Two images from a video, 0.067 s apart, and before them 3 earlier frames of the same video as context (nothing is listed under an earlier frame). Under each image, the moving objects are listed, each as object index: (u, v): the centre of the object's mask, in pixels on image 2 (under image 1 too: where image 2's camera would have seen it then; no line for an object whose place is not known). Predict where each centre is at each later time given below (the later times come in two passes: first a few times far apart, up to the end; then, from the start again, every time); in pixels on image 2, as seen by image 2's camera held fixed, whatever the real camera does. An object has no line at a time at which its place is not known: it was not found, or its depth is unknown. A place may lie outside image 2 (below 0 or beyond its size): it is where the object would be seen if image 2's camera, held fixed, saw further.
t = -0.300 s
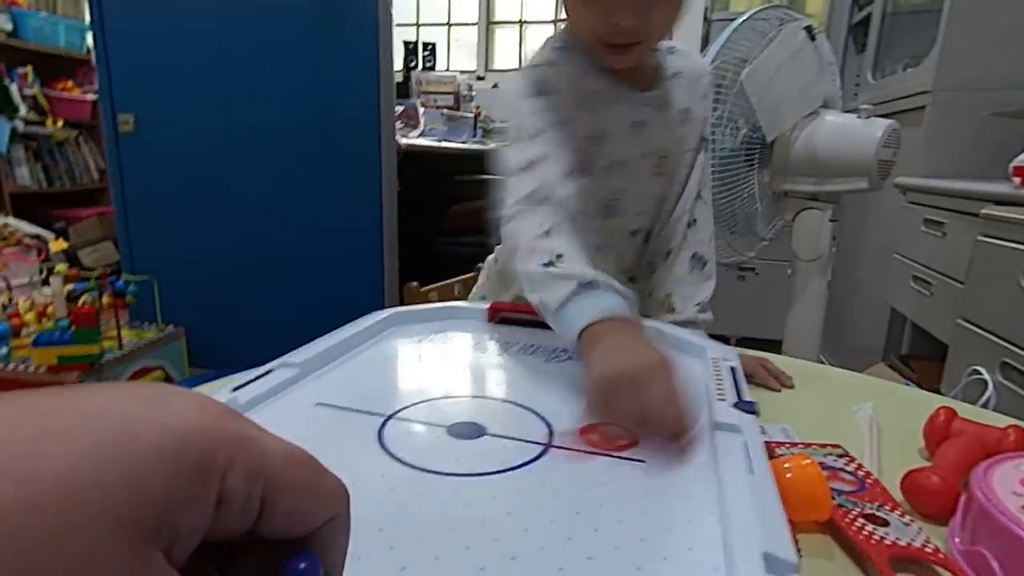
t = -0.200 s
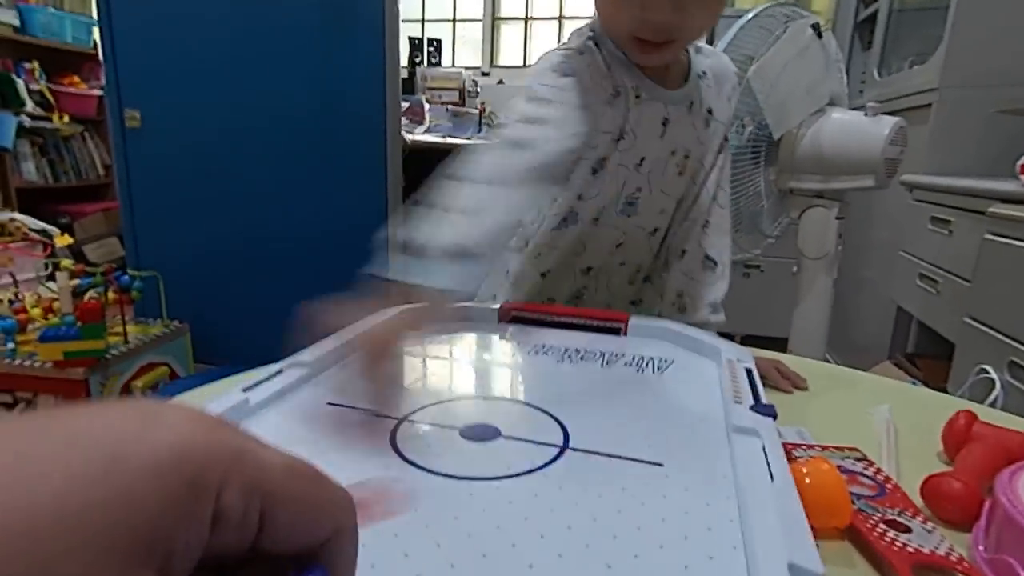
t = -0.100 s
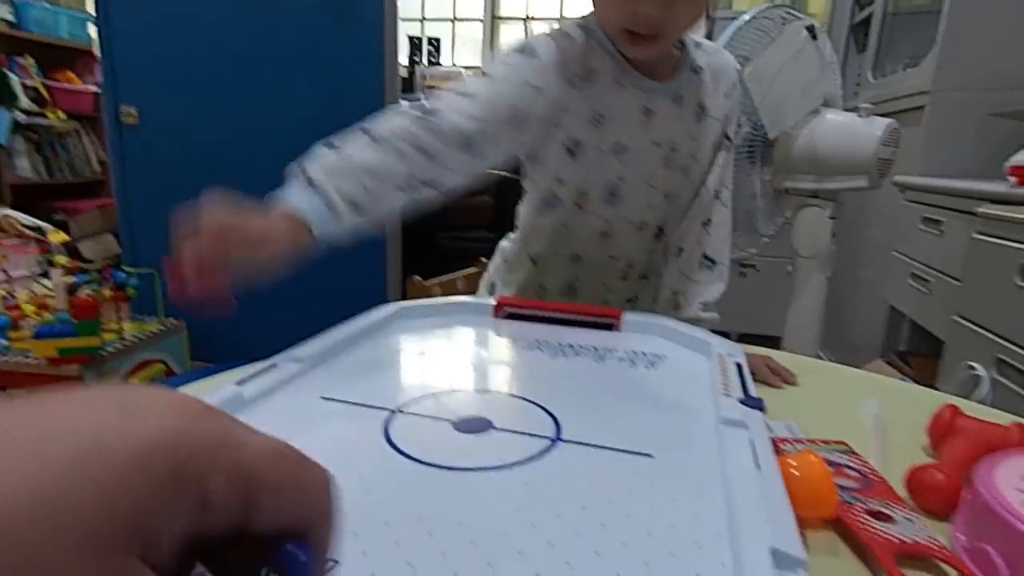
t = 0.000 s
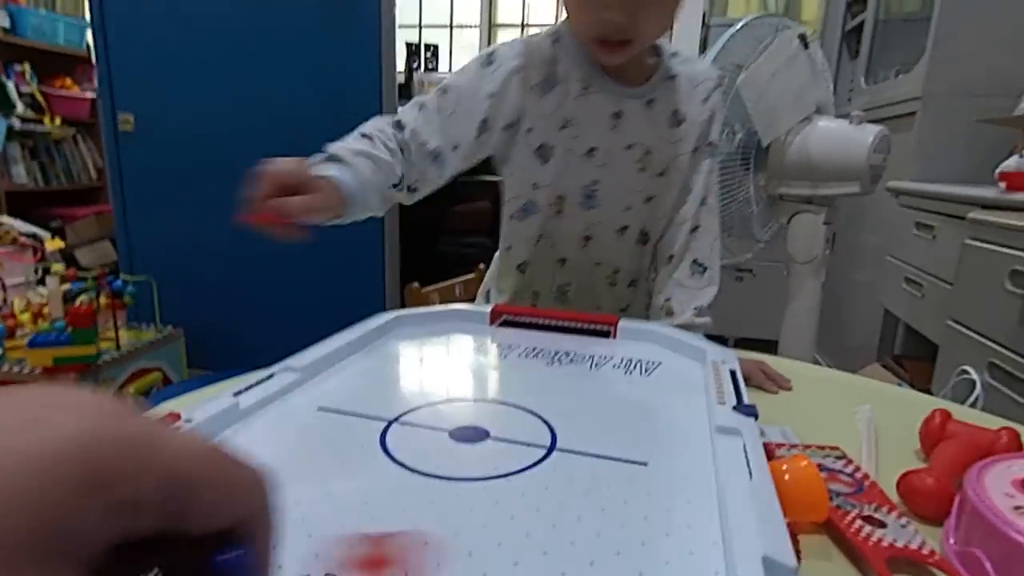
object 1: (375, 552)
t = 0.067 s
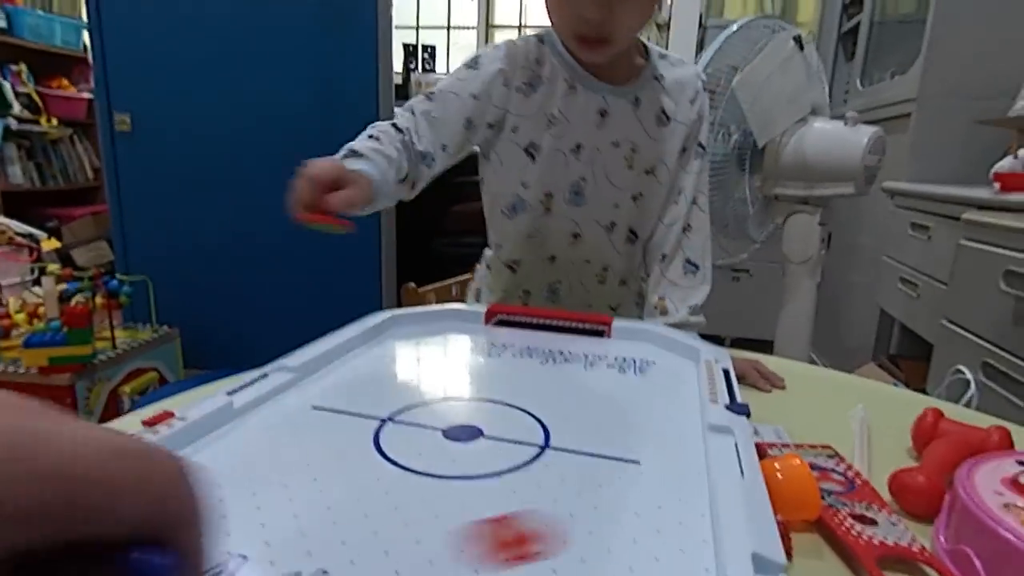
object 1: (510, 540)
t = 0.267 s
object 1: (590, 475)
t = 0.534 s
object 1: (495, 431)
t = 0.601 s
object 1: (491, 430)
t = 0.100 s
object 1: (567, 533)
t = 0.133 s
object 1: (620, 526)
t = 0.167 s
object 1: (668, 518)
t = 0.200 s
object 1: (646, 505)
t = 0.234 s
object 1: (615, 488)
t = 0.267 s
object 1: (590, 475)
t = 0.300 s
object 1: (569, 464)
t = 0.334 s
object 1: (549, 455)
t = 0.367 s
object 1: (534, 448)
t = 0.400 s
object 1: (521, 442)
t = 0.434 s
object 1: (513, 438)
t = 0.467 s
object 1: (506, 435)
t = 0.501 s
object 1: (499, 433)
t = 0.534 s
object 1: (495, 431)
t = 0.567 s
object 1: (492, 430)
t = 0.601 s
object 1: (491, 430)
